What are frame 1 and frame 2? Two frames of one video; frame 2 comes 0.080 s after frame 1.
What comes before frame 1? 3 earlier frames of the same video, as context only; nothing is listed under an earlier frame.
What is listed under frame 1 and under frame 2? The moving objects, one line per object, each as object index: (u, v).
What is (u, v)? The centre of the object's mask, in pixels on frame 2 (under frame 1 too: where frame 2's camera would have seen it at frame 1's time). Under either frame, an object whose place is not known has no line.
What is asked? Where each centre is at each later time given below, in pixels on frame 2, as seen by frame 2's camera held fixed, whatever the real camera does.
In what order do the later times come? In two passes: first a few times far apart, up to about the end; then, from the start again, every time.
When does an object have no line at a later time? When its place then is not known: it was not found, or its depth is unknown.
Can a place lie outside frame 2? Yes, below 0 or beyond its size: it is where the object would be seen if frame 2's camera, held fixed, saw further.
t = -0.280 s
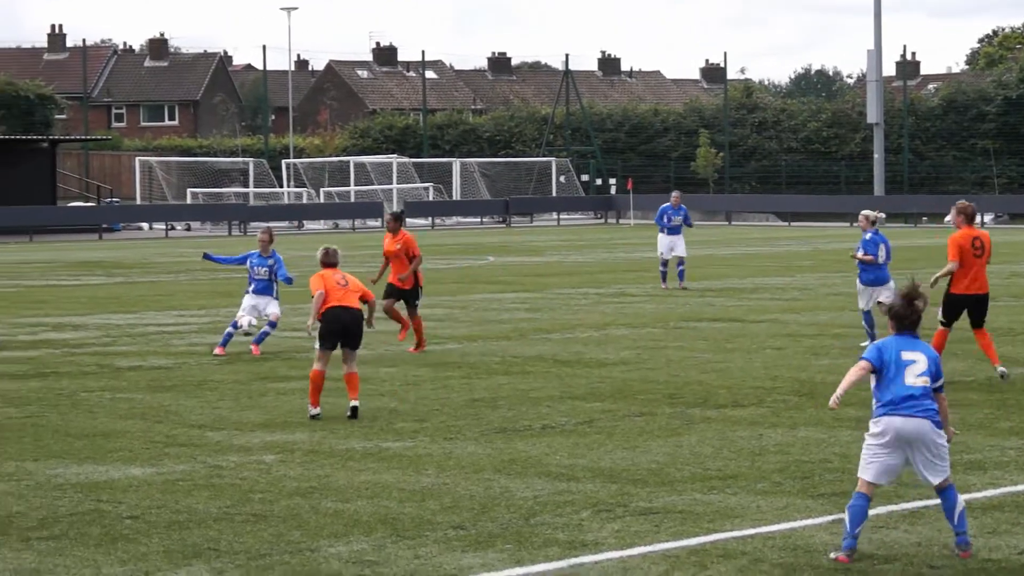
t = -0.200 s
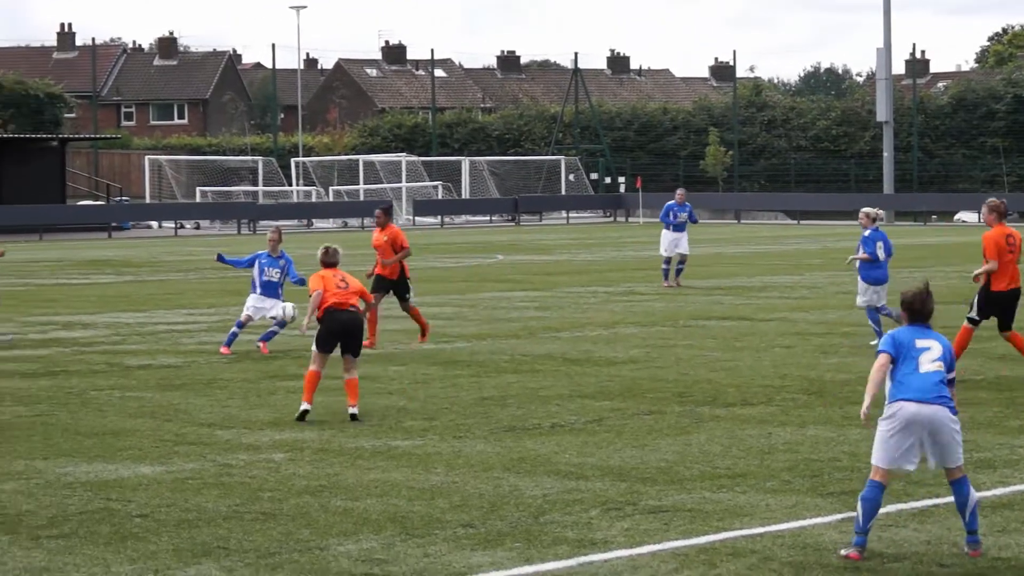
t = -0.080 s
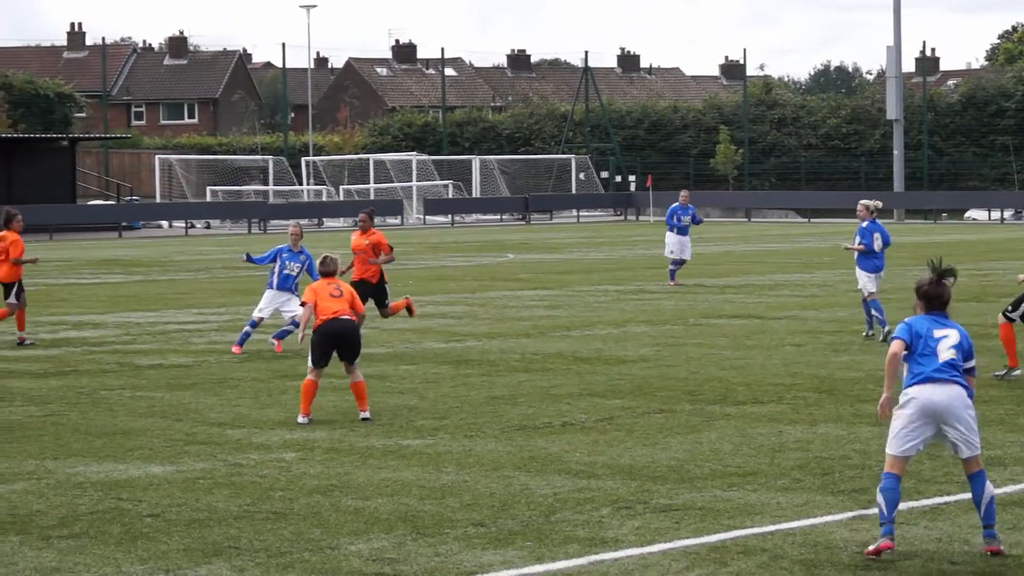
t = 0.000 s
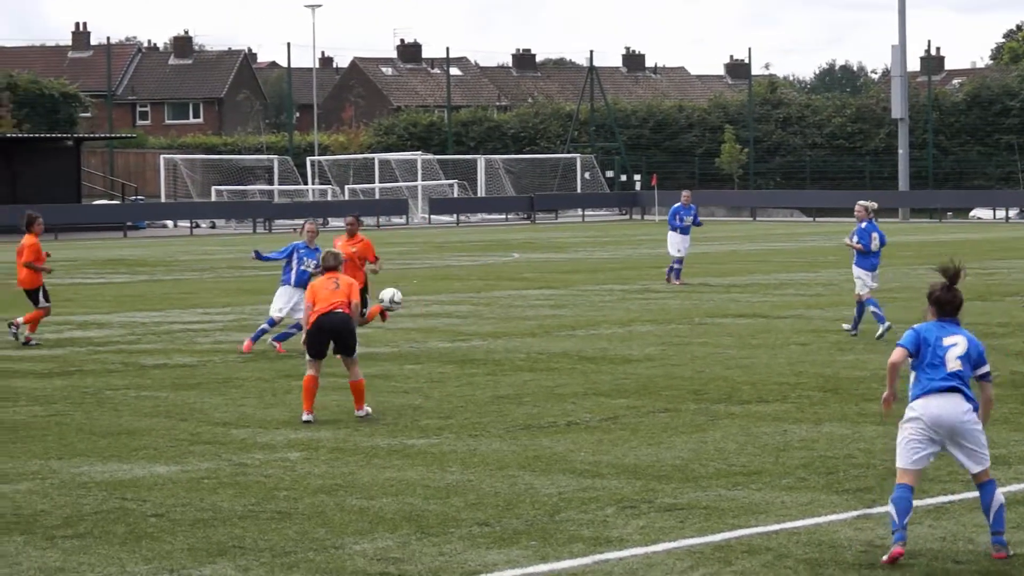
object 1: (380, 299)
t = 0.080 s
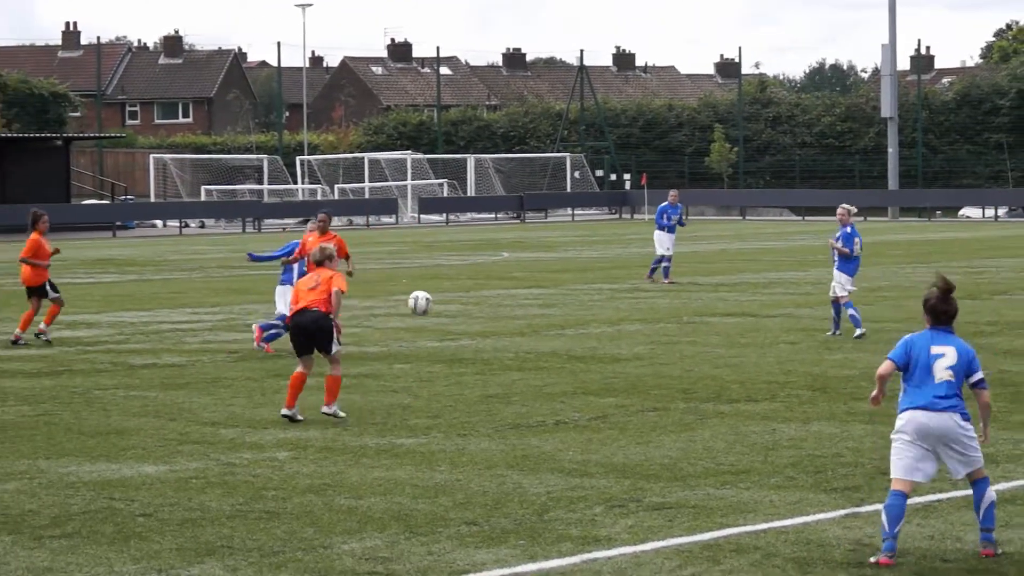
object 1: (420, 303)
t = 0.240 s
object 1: (514, 330)
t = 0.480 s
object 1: (703, 434)
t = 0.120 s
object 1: (442, 307)
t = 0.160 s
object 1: (464, 313)
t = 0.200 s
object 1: (488, 320)
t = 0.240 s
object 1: (514, 330)
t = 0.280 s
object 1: (541, 340)
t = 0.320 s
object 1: (570, 355)
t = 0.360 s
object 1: (600, 370)
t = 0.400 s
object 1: (632, 388)
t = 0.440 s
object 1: (666, 410)
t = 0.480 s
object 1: (703, 434)
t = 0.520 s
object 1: (742, 463)
